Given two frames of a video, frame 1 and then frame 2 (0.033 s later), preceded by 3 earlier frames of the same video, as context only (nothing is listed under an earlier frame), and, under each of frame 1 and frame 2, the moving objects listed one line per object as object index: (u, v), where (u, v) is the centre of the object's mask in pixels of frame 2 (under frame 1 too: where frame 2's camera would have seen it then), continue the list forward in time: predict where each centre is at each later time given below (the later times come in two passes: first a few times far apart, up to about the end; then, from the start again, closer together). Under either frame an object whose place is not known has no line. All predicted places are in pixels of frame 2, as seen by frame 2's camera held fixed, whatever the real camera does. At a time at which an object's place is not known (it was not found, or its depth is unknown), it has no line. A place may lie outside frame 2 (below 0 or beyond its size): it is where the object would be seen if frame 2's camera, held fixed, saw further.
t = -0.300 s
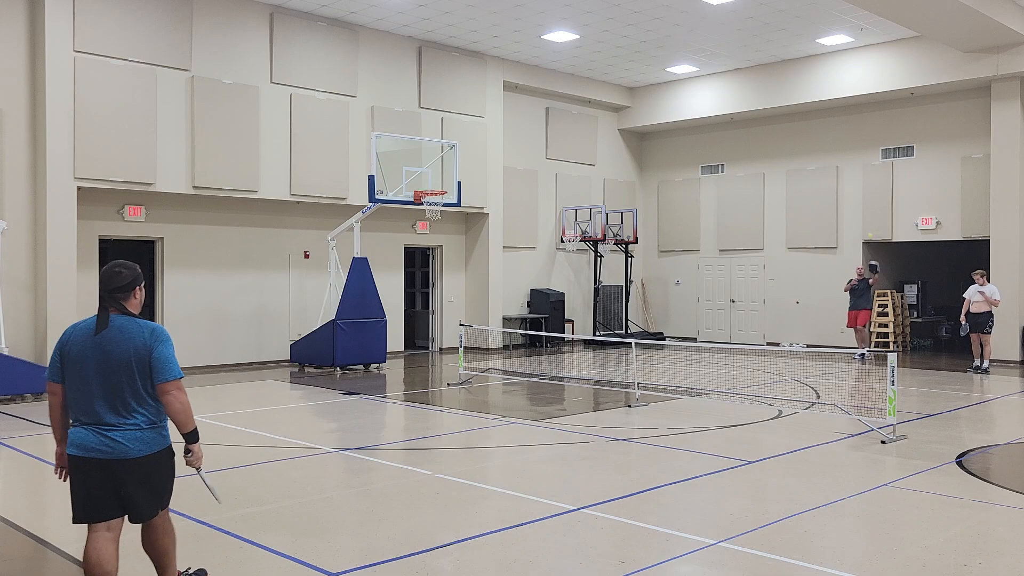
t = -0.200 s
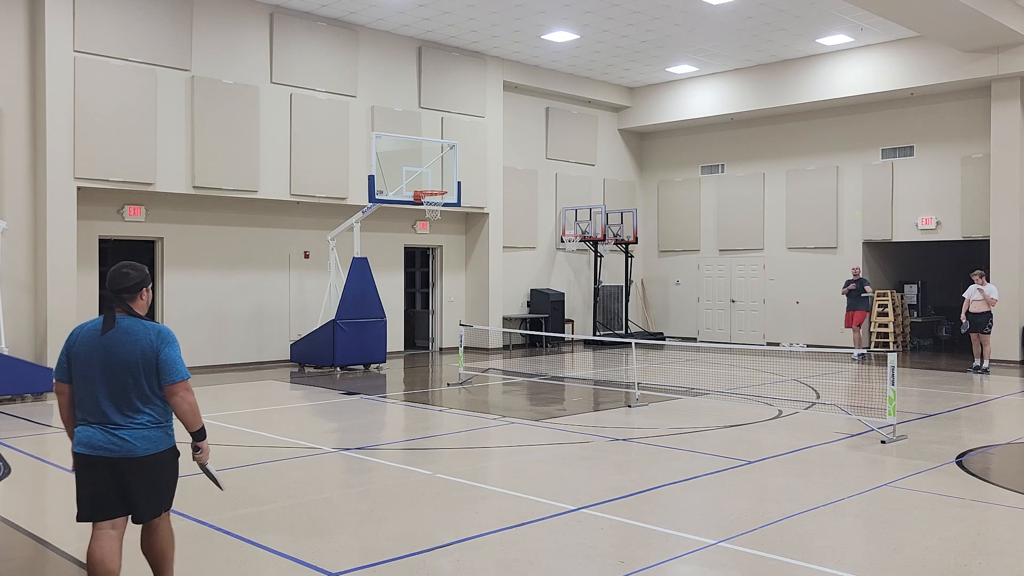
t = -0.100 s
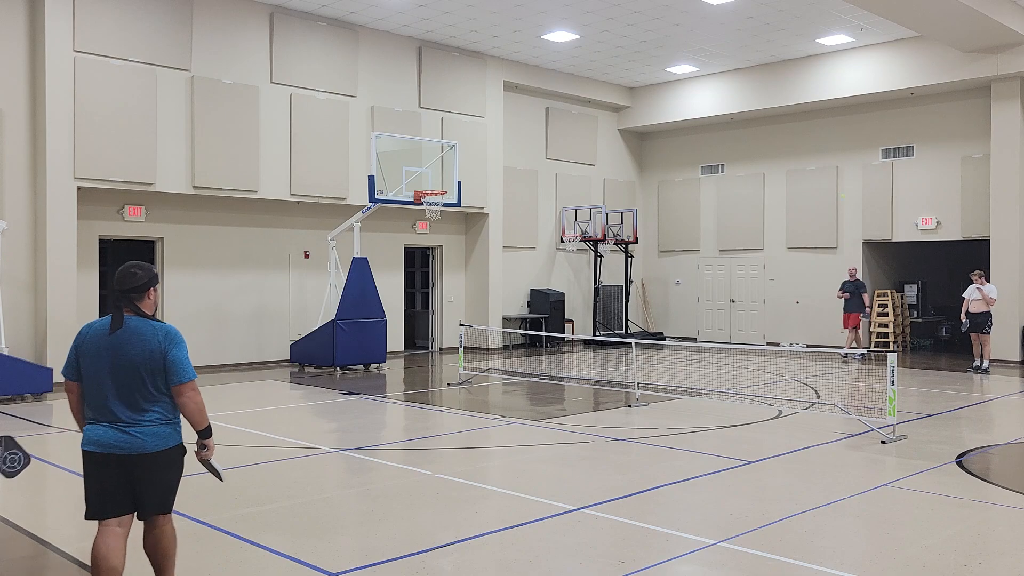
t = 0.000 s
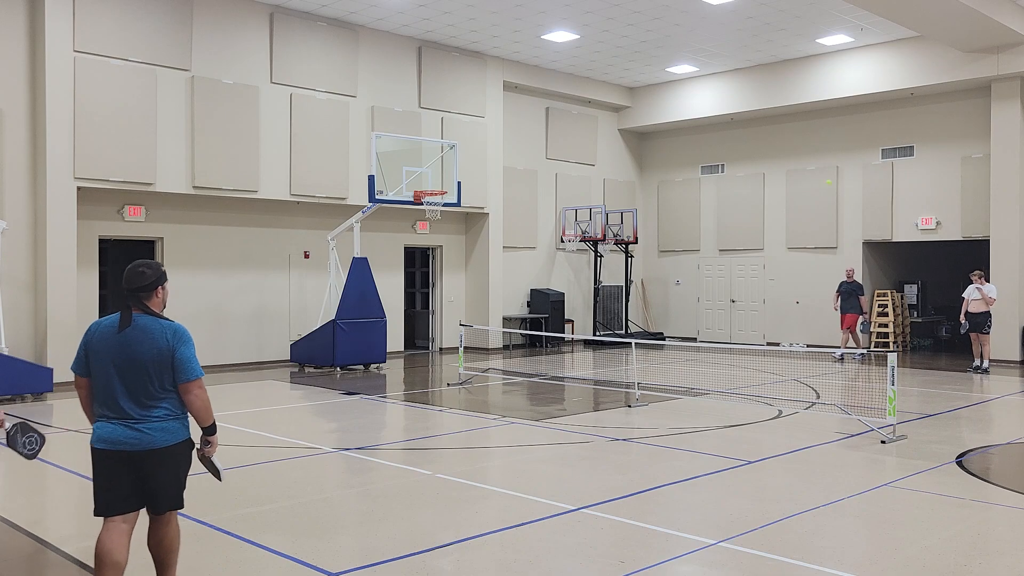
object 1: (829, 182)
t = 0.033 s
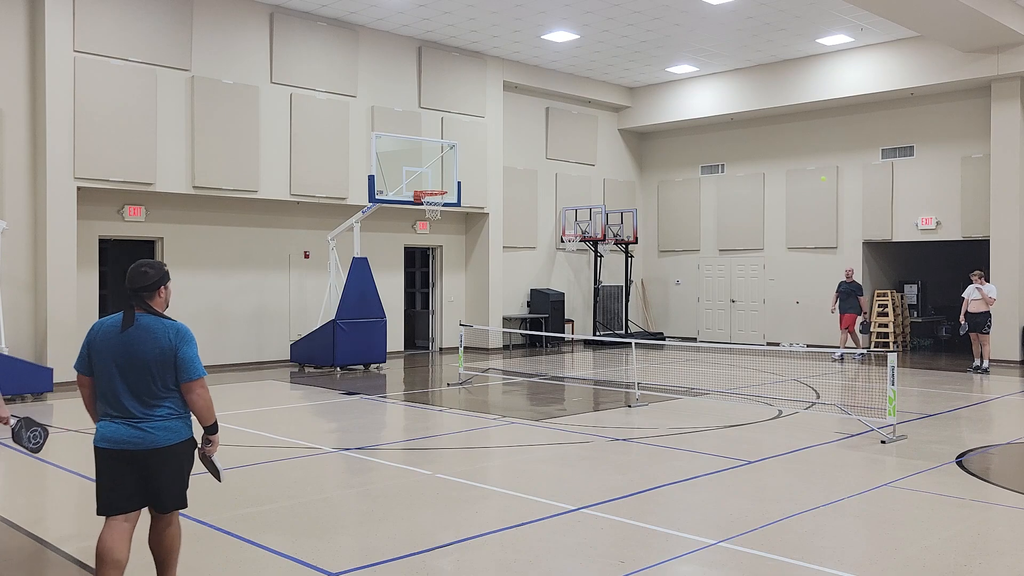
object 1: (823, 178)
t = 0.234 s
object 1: (788, 170)
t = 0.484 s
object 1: (736, 199)
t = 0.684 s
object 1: (683, 267)
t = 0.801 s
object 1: (648, 333)
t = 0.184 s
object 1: (797, 170)
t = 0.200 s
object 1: (794, 170)
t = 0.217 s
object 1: (791, 170)
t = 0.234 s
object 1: (788, 170)
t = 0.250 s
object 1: (785, 170)
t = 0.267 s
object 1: (782, 171)
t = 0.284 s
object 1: (779, 172)
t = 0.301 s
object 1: (775, 173)
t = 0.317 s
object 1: (772, 174)
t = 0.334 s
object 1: (768, 175)
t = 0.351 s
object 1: (765, 177)
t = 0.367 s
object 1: (762, 179)
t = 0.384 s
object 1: (758, 181)
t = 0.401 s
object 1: (755, 183)
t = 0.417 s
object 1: (751, 186)
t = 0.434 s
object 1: (747, 189)
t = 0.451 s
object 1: (744, 192)
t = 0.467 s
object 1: (739, 195)
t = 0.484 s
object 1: (736, 199)
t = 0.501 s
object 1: (732, 203)
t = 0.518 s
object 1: (728, 207)
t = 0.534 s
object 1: (724, 212)
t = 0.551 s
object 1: (720, 217)
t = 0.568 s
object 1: (715, 222)
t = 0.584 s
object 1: (712, 227)
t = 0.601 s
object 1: (707, 233)
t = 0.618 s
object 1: (702, 239)
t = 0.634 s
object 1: (697, 246)
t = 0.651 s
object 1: (693, 252)
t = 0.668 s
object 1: (688, 260)
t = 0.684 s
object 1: (683, 267)
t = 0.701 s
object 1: (678, 275)
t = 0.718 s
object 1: (673, 284)
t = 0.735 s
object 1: (669, 293)
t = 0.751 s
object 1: (663, 302)
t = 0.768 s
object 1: (658, 311)
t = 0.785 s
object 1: (653, 322)
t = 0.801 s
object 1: (648, 333)
